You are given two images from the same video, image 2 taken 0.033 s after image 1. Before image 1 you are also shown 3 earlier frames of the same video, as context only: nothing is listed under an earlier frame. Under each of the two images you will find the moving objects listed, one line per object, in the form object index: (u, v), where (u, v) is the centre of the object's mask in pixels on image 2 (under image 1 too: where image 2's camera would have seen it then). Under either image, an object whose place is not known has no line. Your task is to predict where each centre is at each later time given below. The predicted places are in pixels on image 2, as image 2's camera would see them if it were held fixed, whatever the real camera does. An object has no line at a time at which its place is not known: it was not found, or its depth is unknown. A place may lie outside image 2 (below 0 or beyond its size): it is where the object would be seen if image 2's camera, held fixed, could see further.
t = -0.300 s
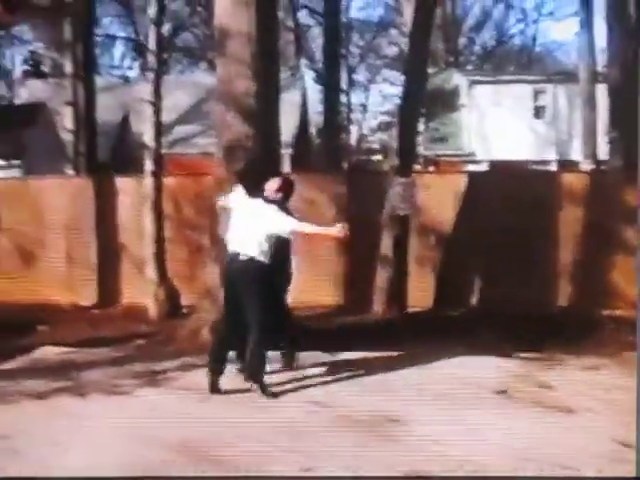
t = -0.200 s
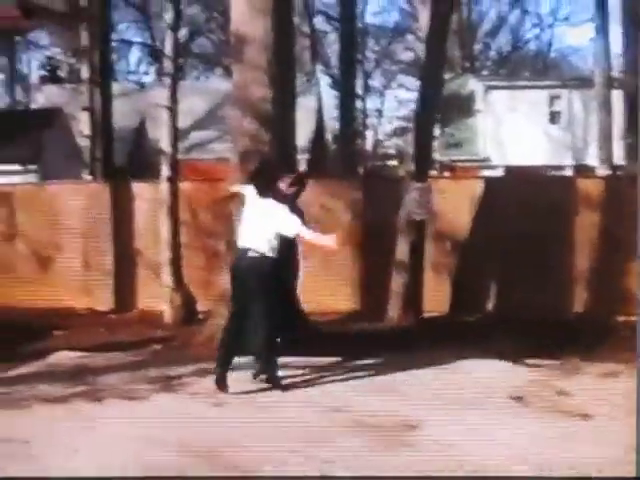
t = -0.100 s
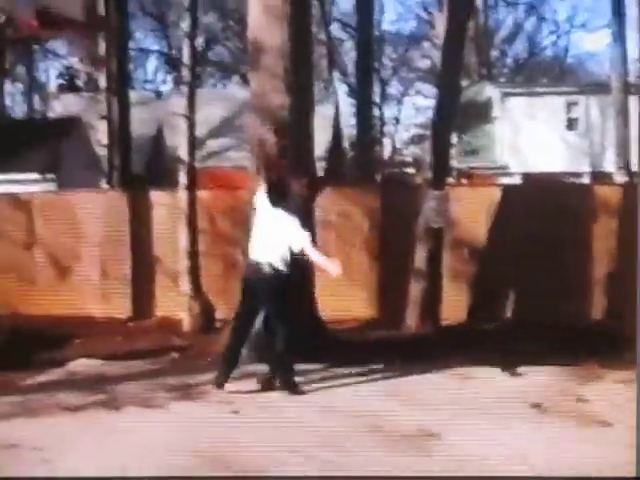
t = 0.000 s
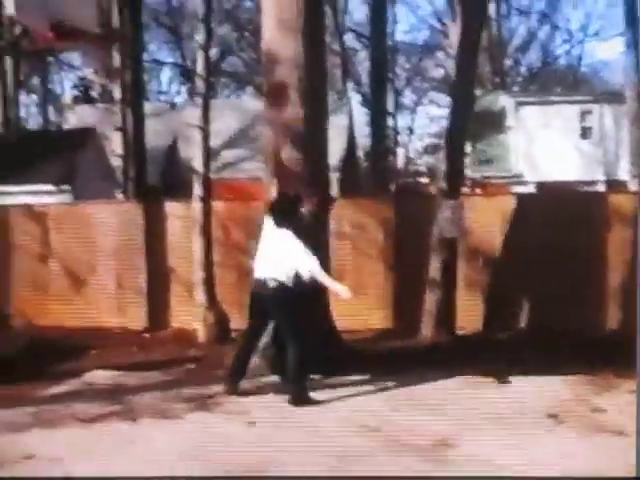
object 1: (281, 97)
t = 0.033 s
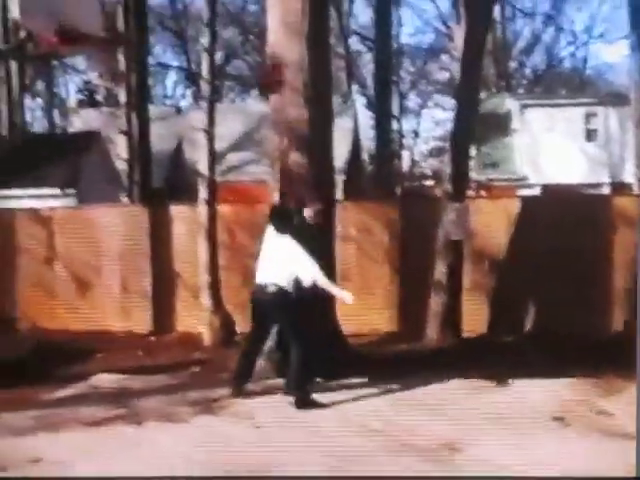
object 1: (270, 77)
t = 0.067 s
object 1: (260, 62)
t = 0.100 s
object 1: (251, 48)
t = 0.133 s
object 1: (244, 38)
